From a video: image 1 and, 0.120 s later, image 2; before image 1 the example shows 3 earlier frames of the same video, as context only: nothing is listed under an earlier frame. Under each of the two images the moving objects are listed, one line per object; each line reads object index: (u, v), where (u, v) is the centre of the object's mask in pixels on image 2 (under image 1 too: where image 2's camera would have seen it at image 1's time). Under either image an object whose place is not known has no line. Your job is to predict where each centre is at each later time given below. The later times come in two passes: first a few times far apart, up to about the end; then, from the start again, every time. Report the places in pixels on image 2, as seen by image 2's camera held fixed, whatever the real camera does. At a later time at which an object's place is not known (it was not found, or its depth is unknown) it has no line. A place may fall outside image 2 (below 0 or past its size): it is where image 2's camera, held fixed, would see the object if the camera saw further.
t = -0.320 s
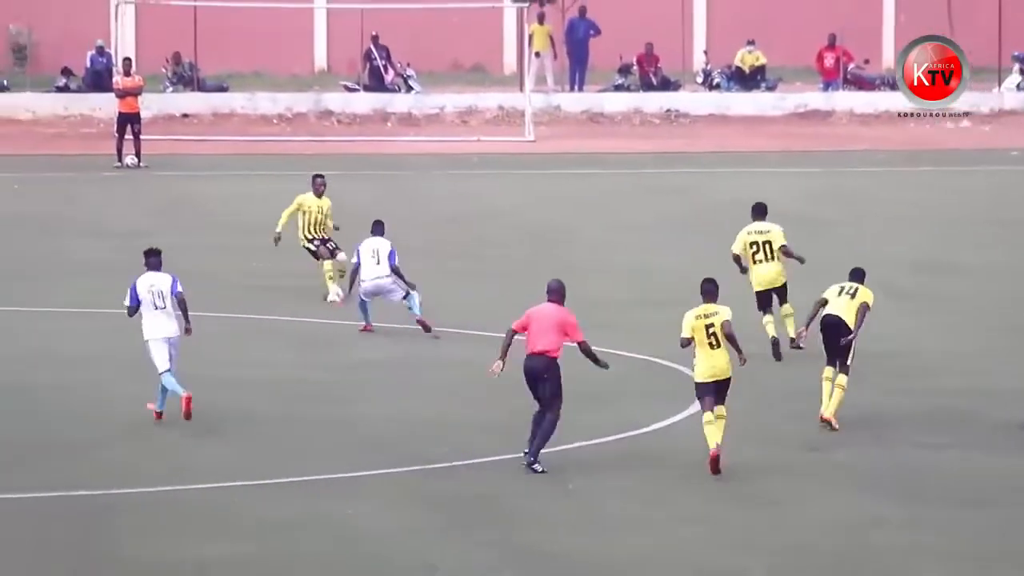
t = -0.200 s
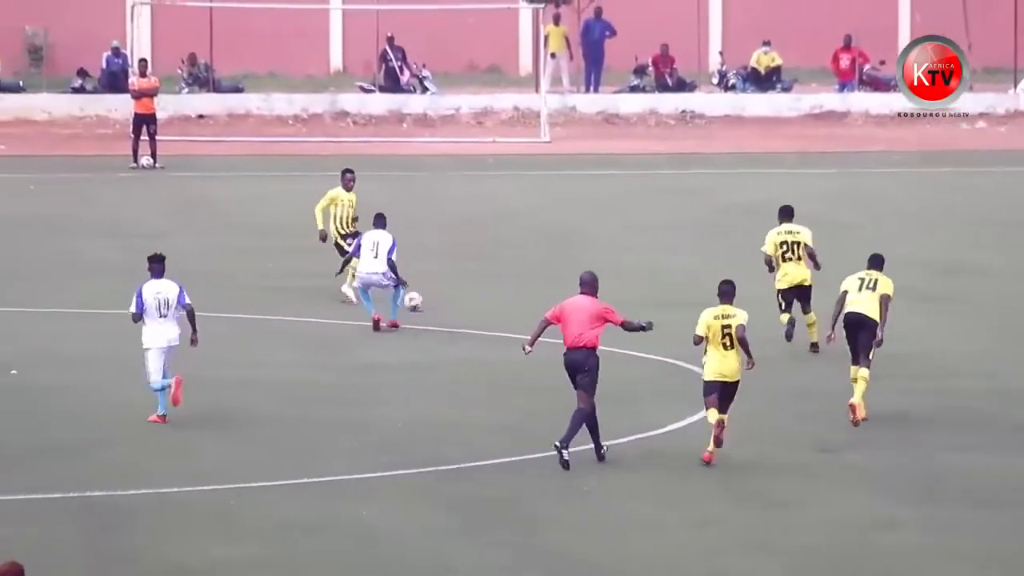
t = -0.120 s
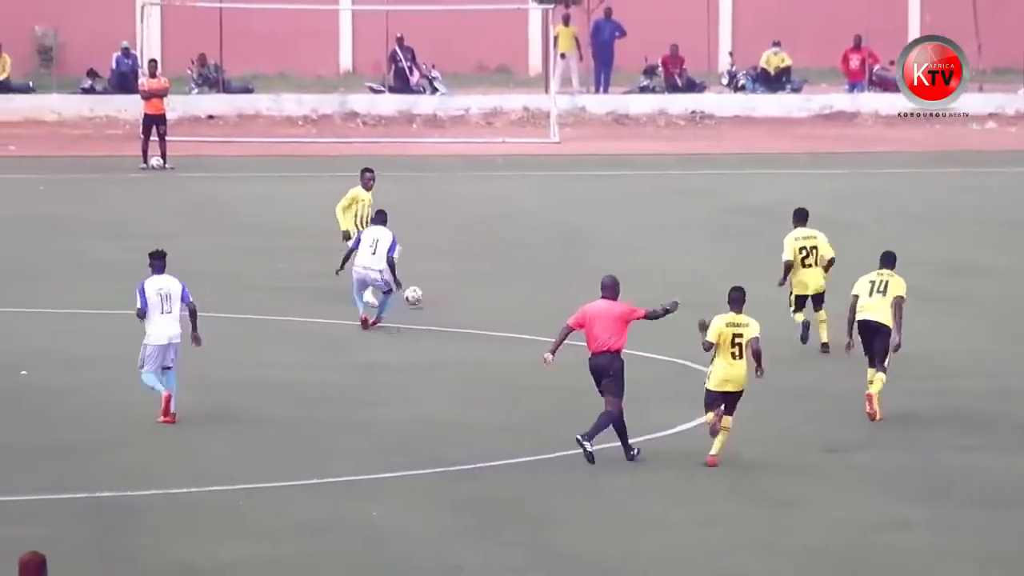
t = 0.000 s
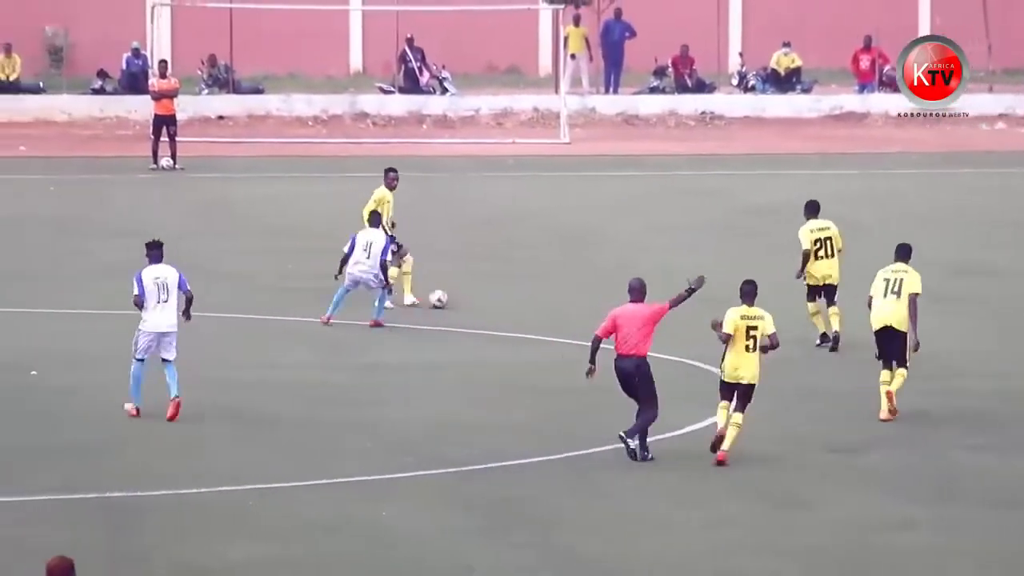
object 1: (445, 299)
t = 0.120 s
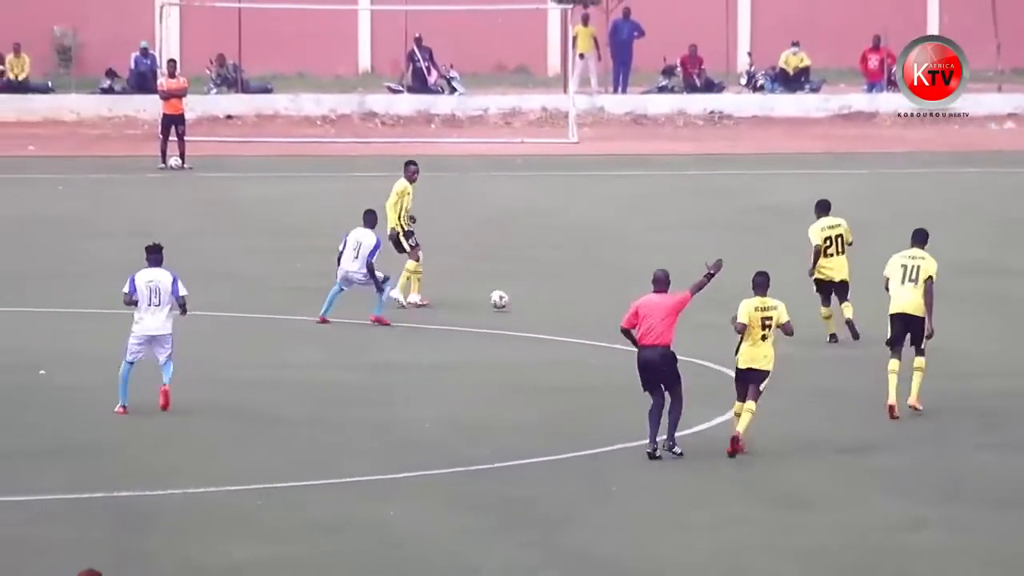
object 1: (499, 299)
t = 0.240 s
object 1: (544, 304)
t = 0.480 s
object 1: (618, 310)
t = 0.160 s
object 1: (515, 303)
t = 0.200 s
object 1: (531, 305)
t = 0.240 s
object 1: (544, 304)
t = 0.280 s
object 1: (558, 305)
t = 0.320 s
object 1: (572, 307)
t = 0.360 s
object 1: (586, 309)
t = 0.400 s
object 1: (596, 309)
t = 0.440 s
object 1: (607, 309)
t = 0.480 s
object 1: (618, 310)
